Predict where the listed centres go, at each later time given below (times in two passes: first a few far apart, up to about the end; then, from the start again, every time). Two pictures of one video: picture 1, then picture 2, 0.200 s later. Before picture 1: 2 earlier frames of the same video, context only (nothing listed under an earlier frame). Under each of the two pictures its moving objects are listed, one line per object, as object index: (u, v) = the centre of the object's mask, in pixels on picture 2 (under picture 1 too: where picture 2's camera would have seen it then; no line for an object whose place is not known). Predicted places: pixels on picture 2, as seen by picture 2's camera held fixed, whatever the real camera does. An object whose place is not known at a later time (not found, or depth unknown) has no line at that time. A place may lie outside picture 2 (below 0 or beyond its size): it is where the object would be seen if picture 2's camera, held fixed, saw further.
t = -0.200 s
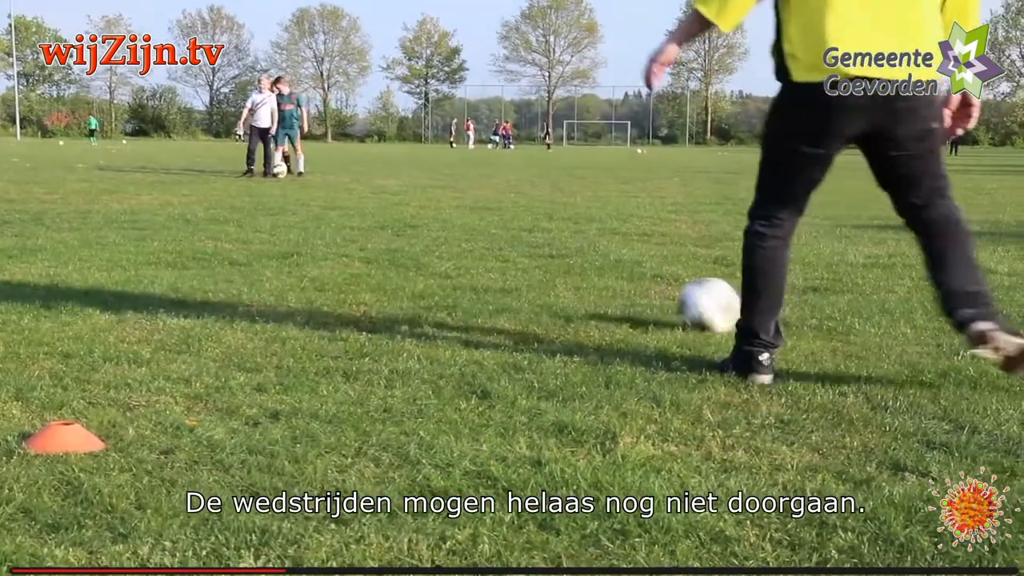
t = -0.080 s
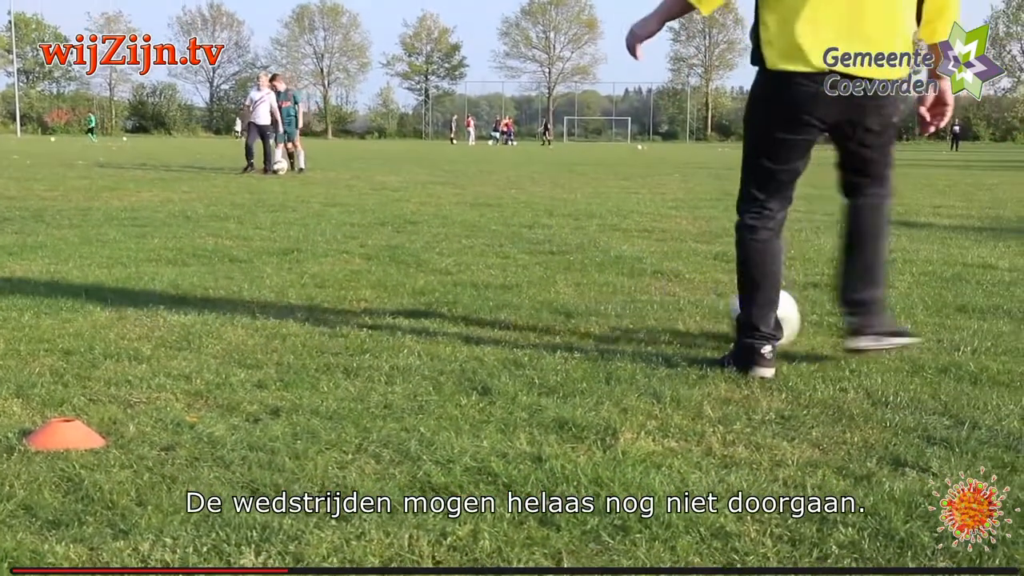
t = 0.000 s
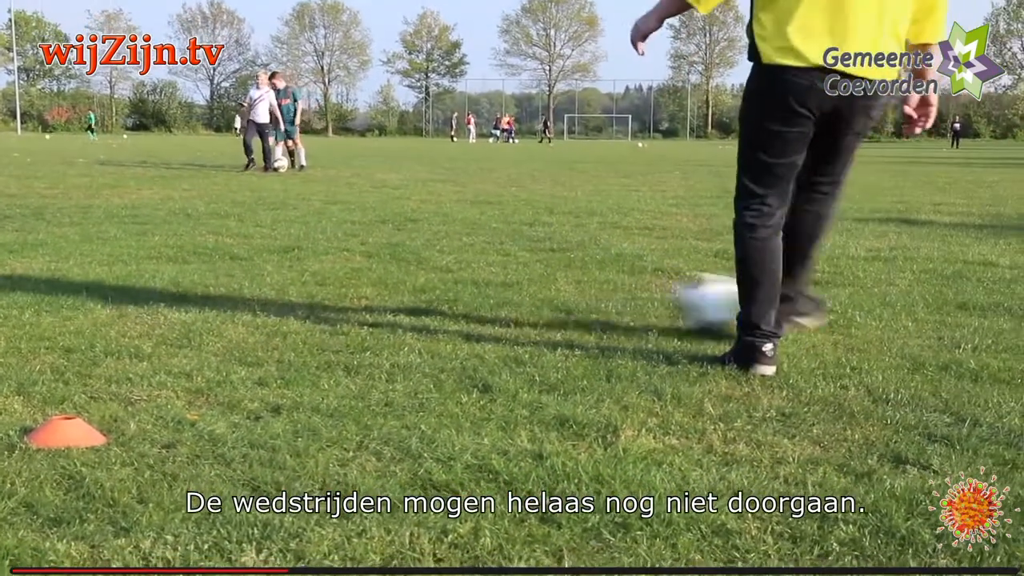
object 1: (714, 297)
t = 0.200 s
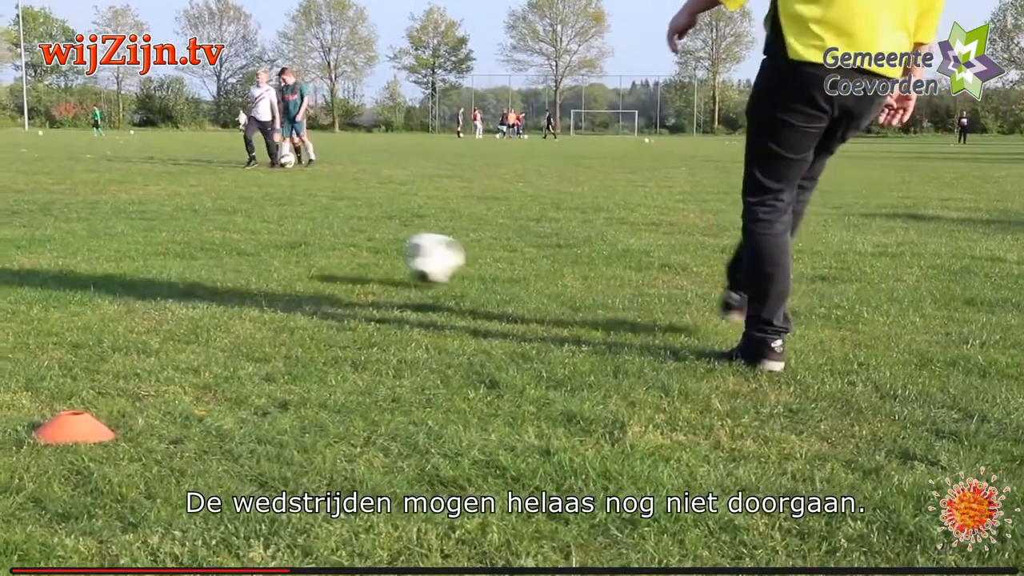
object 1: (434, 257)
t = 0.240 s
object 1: (392, 254)
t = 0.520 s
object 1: (193, 234)
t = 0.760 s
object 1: (89, 212)
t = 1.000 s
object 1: (6, 205)
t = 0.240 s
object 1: (392, 254)
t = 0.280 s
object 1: (354, 255)
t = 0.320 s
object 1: (321, 249)
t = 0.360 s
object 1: (293, 242)
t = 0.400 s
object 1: (266, 236)
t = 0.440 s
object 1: (241, 235)
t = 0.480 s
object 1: (217, 236)
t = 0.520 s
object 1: (193, 234)
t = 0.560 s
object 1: (175, 228)
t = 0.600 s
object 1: (156, 224)
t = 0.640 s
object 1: (139, 222)
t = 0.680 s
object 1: (121, 223)
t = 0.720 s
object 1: (104, 220)
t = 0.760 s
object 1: (89, 212)
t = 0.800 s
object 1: (74, 207)
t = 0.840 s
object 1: (59, 204)
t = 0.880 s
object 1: (45, 205)
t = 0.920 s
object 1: (32, 208)
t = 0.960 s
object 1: (18, 212)
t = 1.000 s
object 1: (6, 205)
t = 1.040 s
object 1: (-6, 199)
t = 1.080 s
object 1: (-16, 195)
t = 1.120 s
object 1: (-25, 195)
